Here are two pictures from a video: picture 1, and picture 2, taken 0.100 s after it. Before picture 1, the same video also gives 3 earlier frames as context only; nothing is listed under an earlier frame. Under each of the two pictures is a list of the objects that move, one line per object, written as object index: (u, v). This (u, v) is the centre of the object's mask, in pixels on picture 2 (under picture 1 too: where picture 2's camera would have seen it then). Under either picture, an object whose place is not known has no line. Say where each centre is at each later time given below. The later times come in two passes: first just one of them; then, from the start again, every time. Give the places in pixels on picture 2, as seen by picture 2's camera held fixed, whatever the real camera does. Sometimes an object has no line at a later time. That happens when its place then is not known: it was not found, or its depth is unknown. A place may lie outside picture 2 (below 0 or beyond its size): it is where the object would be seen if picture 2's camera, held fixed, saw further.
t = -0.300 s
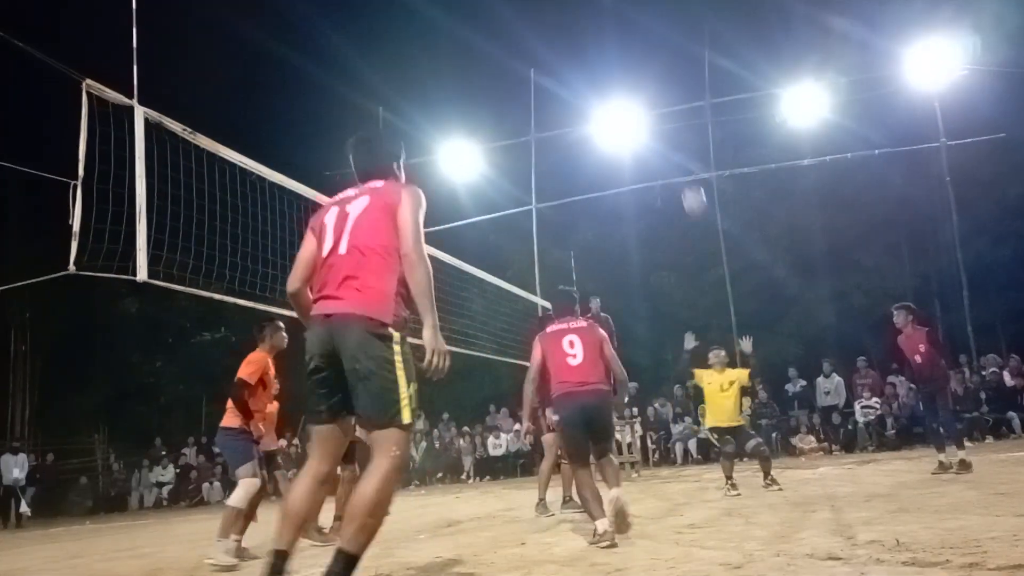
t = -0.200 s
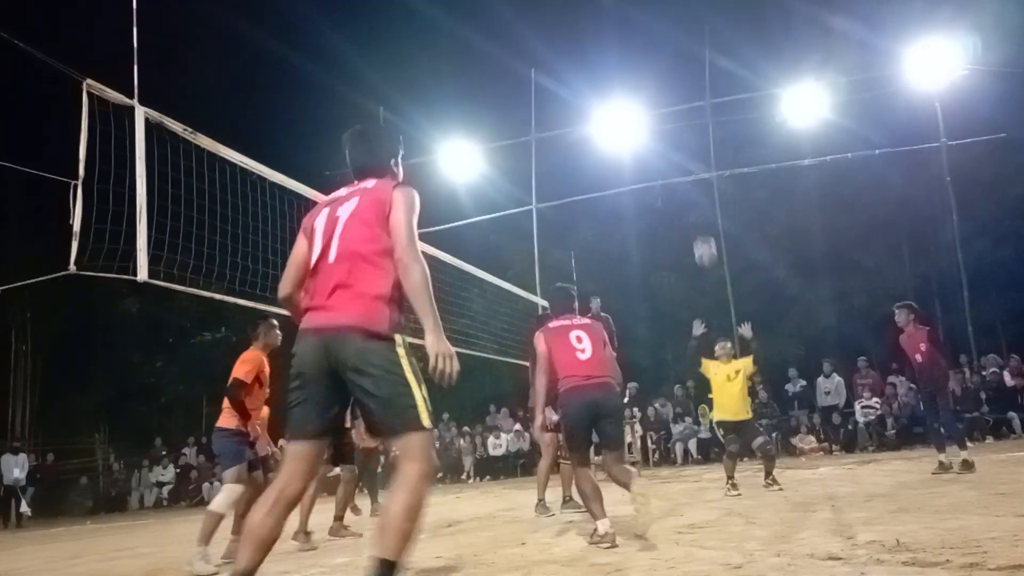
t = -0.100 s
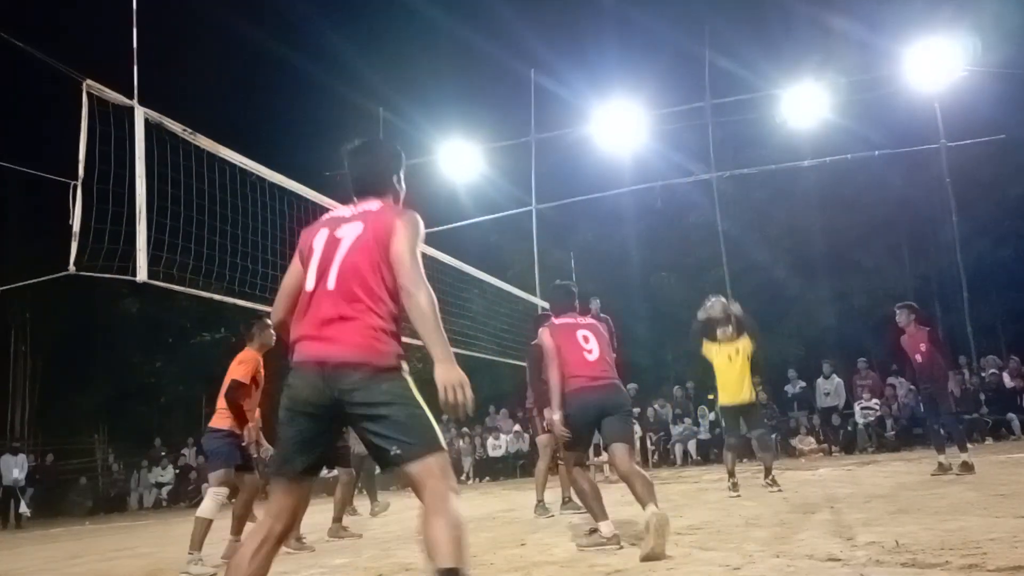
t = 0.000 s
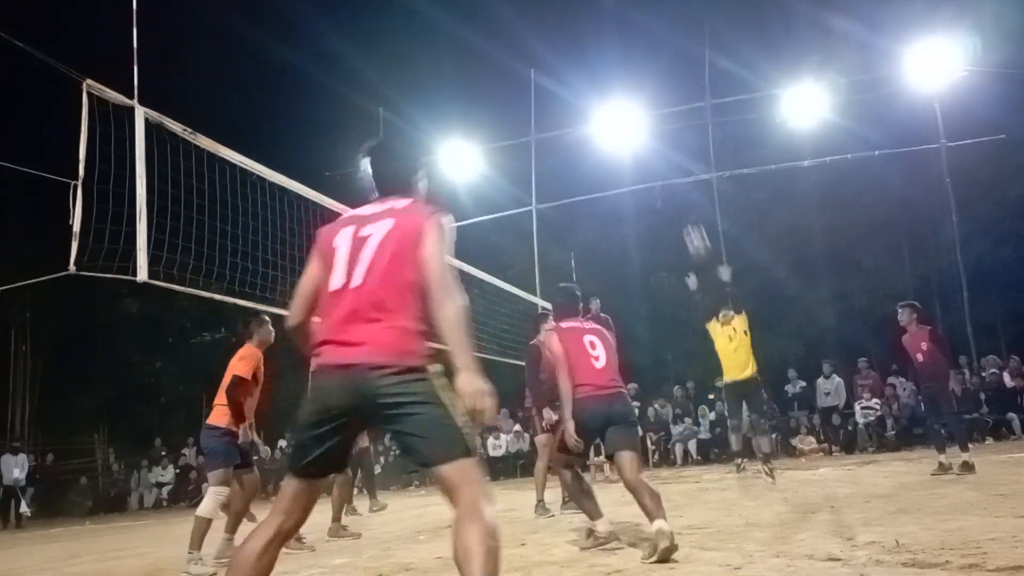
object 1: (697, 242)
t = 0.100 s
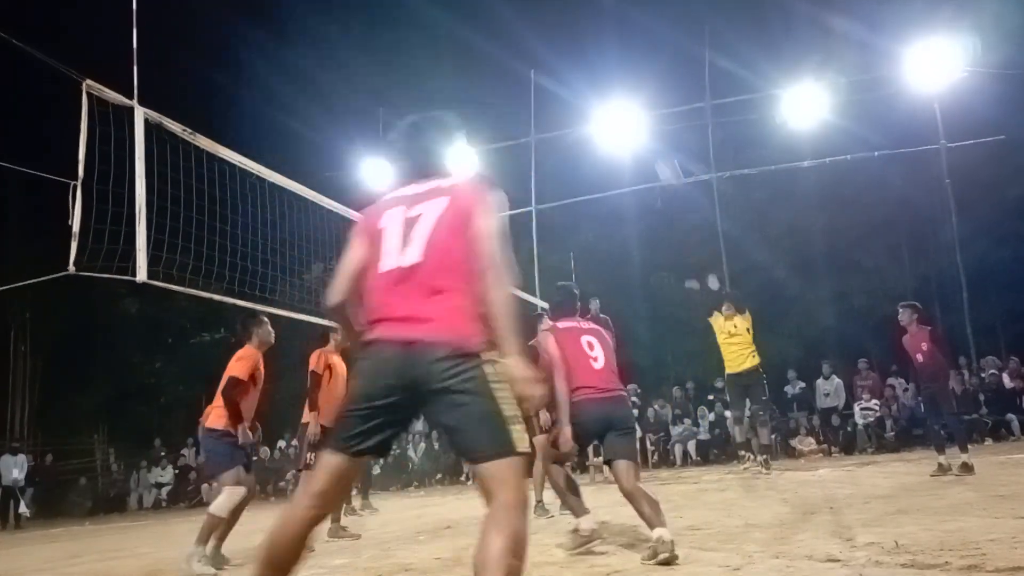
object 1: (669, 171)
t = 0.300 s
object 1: (618, 62)
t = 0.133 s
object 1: (662, 154)
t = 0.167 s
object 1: (658, 130)
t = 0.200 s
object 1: (651, 114)
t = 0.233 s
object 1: (638, 93)
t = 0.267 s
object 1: (626, 77)
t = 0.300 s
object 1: (618, 62)
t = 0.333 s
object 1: (610, 46)
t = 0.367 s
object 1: (600, 31)
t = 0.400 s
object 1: (594, 17)
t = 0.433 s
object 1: (586, 7)
